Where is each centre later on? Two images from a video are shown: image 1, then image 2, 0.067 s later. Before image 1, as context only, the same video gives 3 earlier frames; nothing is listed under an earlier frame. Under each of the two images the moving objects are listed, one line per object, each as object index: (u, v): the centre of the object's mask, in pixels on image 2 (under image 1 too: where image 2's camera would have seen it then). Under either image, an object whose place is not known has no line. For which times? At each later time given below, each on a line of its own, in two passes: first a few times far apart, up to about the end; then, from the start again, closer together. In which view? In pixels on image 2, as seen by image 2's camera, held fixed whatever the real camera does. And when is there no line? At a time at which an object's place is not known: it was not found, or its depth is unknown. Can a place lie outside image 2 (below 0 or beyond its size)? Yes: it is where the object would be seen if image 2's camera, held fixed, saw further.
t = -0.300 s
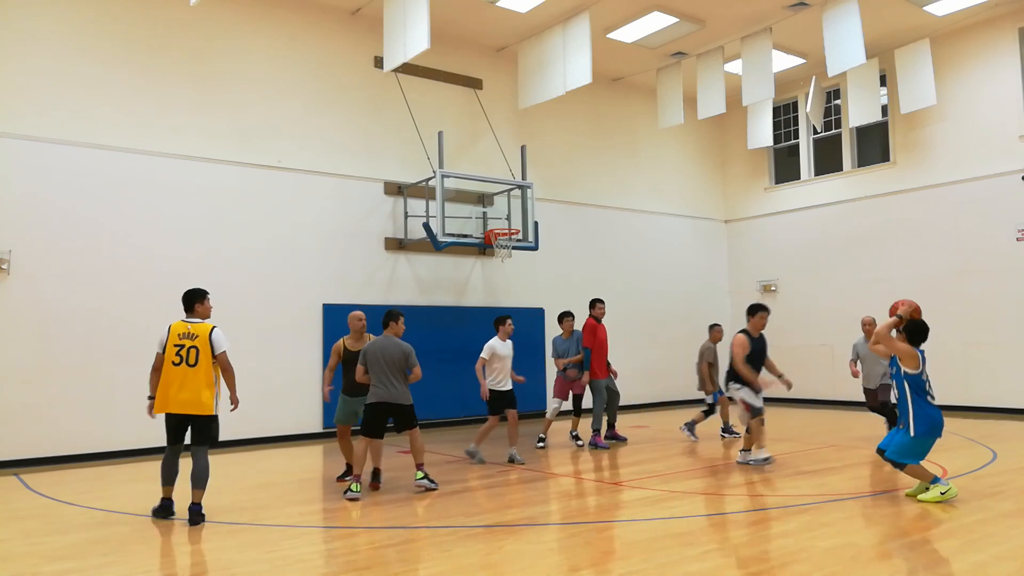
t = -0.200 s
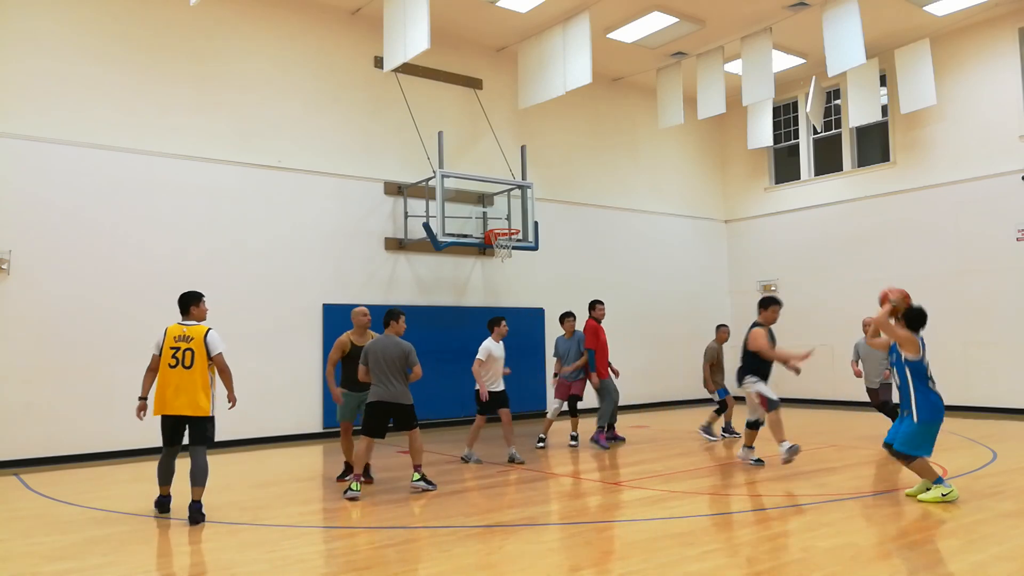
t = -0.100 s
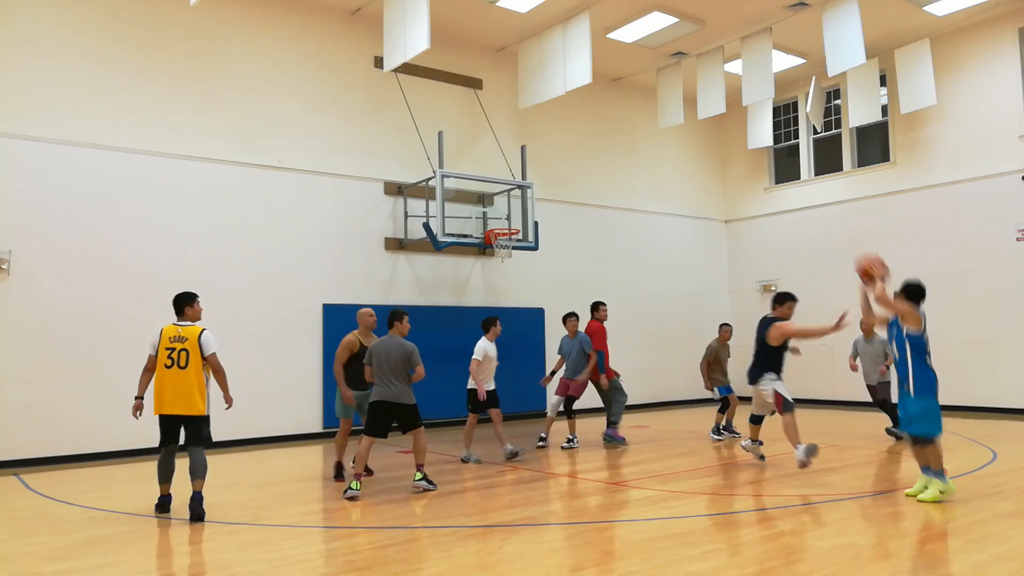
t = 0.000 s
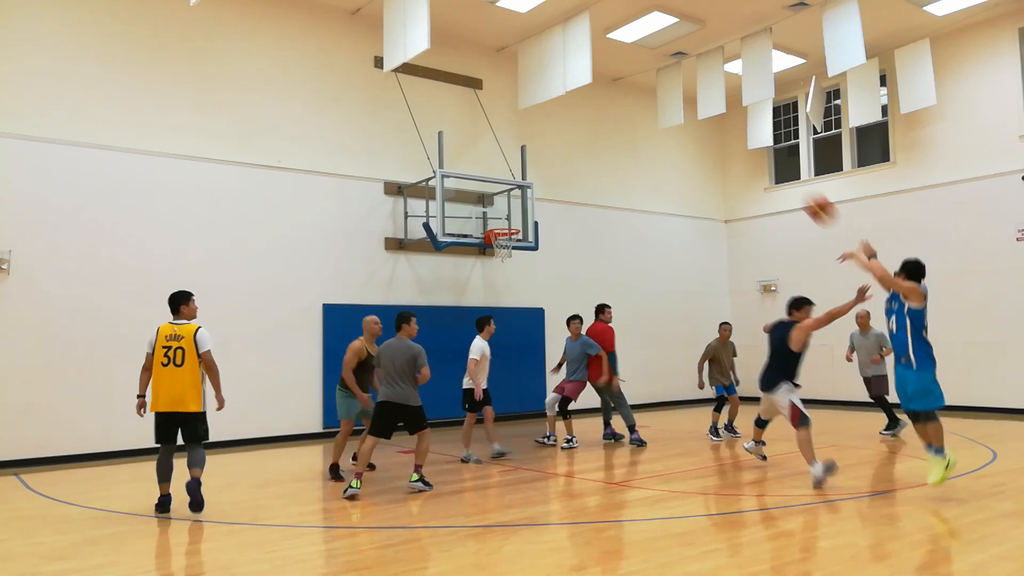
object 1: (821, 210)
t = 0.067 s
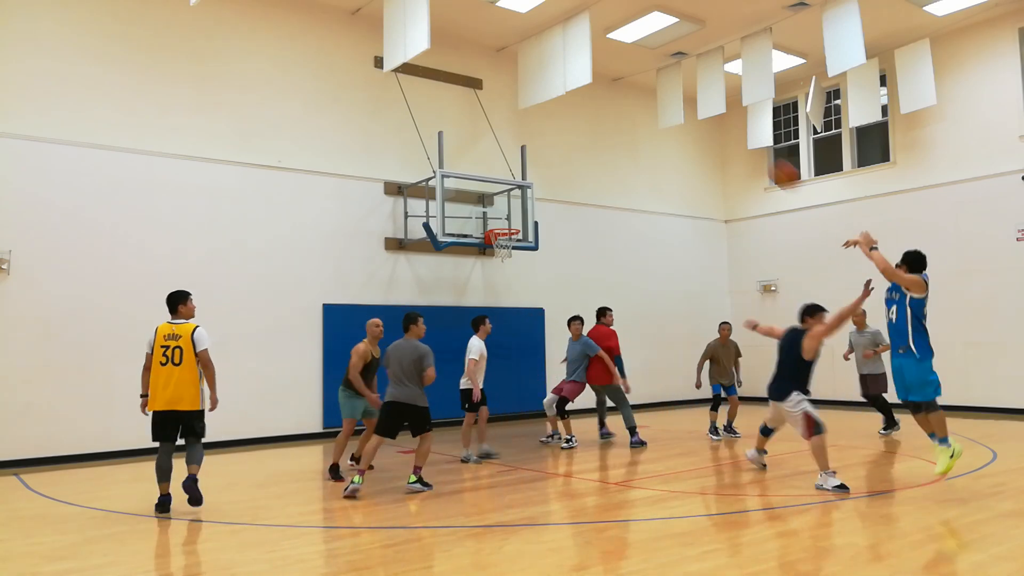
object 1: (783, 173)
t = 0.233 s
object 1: (712, 122)
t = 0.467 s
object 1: (631, 96)
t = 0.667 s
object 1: (576, 111)
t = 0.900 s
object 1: (524, 160)
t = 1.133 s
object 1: (481, 219)
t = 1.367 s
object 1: (479, 187)
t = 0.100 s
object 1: (769, 161)
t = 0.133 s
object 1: (752, 150)
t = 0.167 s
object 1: (737, 138)
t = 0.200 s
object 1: (725, 129)
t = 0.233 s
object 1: (712, 122)
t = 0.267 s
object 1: (697, 114)
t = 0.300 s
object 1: (685, 108)
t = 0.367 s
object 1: (662, 101)
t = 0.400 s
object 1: (651, 98)
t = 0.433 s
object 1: (641, 96)
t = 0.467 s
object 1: (631, 96)
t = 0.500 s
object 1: (621, 97)
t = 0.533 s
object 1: (612, 99)
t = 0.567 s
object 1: (602, 101)
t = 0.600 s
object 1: (593, 104)
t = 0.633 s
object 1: (584, 107)
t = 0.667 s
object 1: (576, 111)
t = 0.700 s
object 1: (568, 116)
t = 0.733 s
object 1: (560, 122)
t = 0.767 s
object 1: (553, 128)
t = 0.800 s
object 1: (545, 135)
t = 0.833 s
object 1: (538, 143)
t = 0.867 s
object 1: (532, 150)
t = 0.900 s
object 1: (524, 160)
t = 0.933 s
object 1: (517, 169)
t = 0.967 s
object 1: (511, 178)
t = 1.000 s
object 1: (505, 189)
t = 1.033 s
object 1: (499, 200)
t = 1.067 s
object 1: (494, 210)
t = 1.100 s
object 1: (487, 222)
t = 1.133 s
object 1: (481, 219)
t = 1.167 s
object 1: (474, 213)
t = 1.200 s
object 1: (474, 208)
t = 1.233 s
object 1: (475, 203)
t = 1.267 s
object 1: (476, 198)
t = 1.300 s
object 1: (477, 193)
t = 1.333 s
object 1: (478, 190)
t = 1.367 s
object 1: (479, 187)
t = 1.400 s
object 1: (479, 185)
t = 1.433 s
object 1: (481, 183)
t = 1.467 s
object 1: (482, 182)
